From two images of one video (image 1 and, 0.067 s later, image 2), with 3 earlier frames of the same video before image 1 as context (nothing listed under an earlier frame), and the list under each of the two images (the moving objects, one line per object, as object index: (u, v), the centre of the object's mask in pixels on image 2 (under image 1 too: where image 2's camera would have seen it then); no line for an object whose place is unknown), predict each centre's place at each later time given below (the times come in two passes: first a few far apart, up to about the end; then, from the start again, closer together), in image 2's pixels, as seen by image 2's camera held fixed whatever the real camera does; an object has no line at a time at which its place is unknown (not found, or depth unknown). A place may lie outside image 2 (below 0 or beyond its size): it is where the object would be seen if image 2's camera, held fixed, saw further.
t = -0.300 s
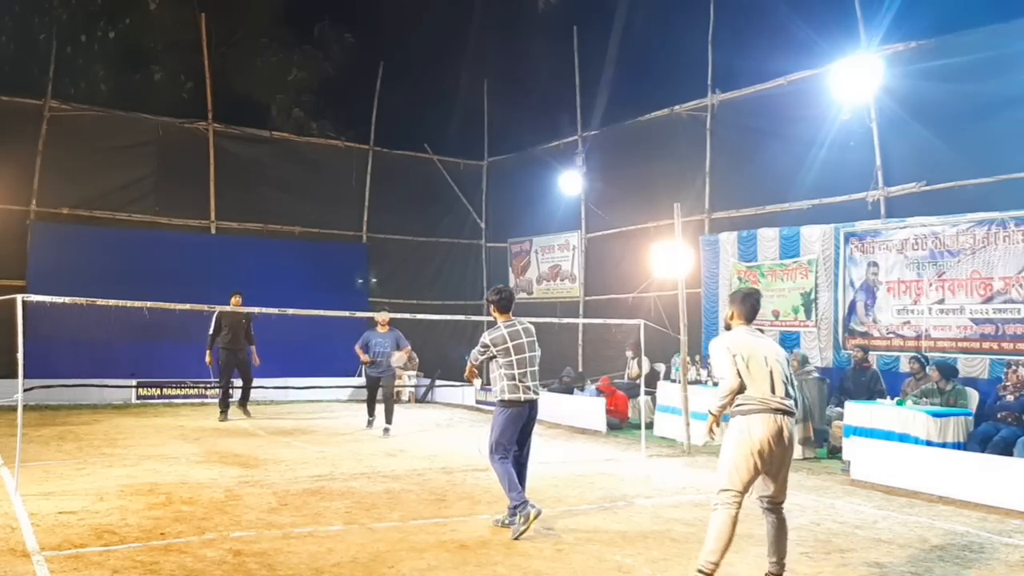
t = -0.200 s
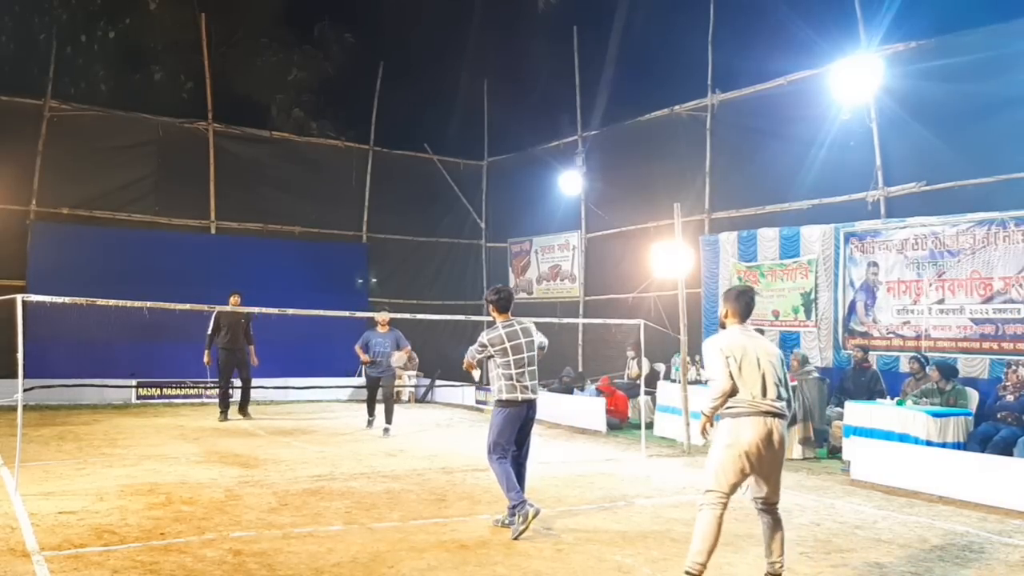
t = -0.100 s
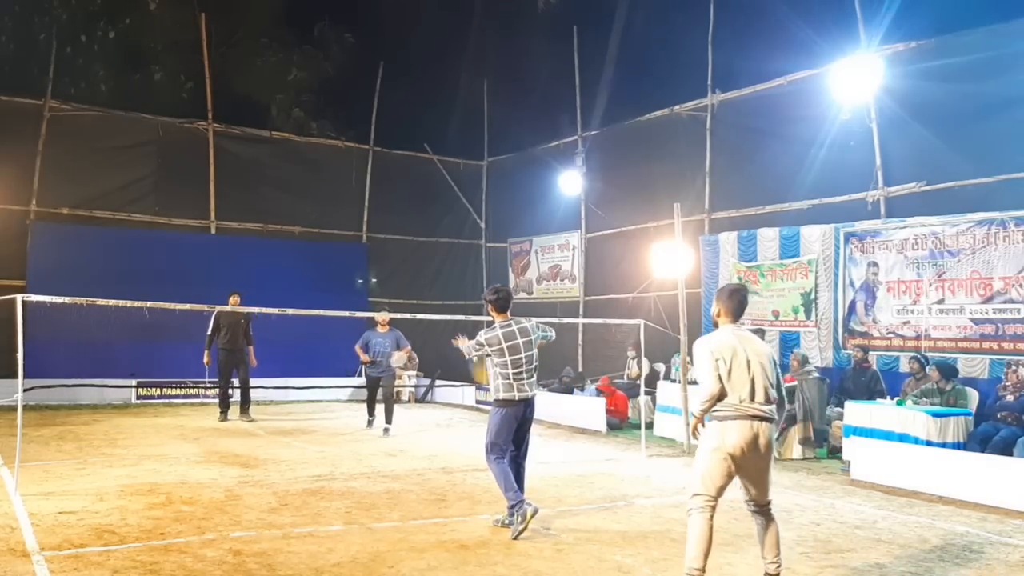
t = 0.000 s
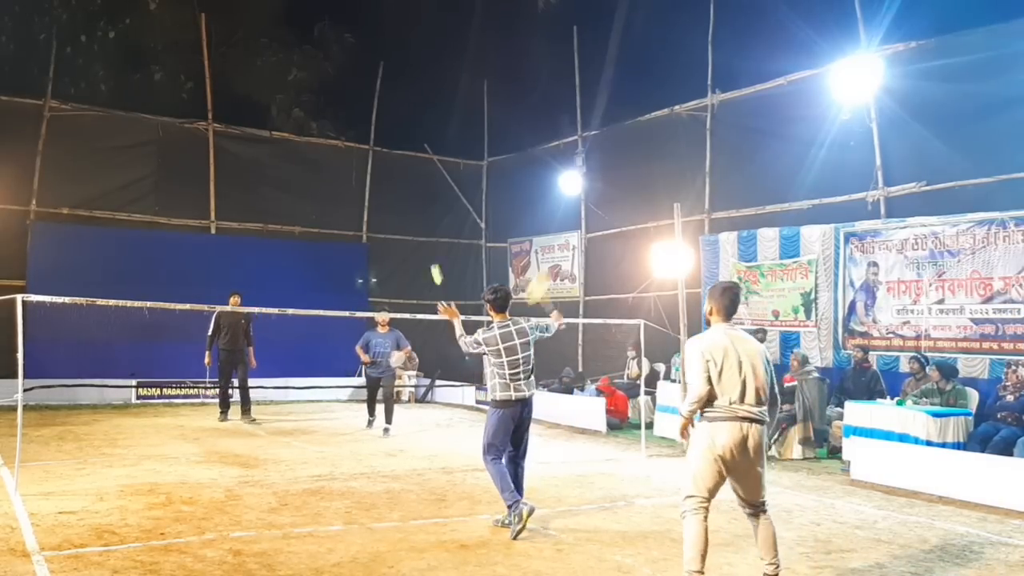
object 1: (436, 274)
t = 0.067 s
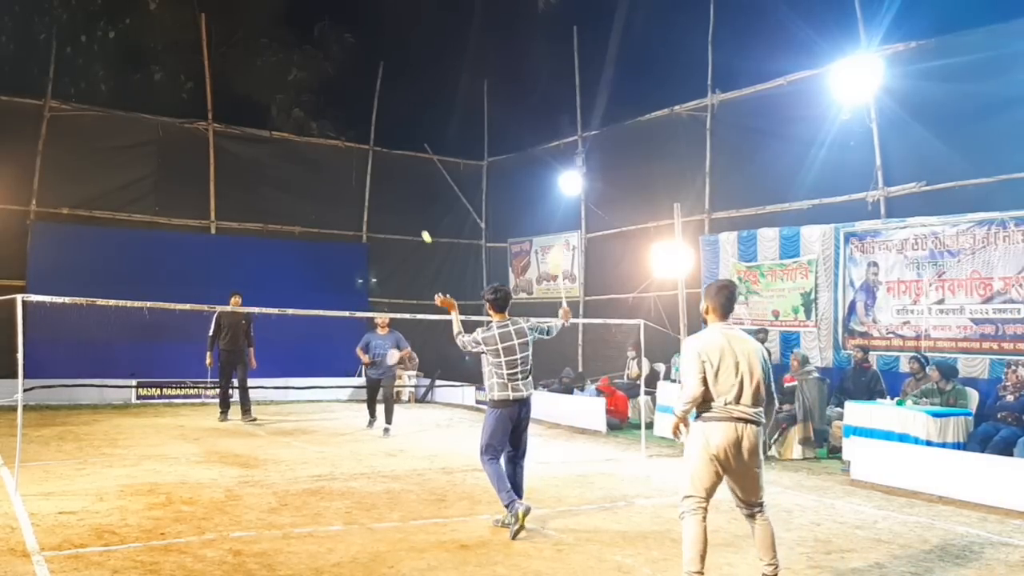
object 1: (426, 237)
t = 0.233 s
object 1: (406, 197)
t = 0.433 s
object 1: (393, 195)
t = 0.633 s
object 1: (386, 218)
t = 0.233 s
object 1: (406, 197)
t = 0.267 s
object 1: (403, 195)
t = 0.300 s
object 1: (400, 193)
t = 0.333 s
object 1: (398, 192)
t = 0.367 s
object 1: (397, 192)
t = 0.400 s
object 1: (395, 193)
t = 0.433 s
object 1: (393, 195)
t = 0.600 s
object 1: (387, 213)
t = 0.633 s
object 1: (386, 218)
